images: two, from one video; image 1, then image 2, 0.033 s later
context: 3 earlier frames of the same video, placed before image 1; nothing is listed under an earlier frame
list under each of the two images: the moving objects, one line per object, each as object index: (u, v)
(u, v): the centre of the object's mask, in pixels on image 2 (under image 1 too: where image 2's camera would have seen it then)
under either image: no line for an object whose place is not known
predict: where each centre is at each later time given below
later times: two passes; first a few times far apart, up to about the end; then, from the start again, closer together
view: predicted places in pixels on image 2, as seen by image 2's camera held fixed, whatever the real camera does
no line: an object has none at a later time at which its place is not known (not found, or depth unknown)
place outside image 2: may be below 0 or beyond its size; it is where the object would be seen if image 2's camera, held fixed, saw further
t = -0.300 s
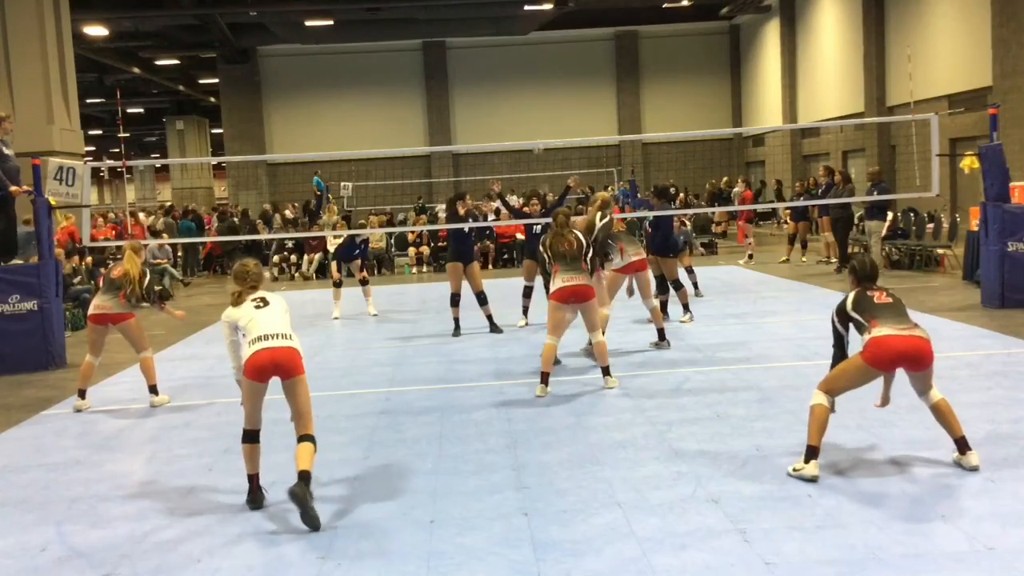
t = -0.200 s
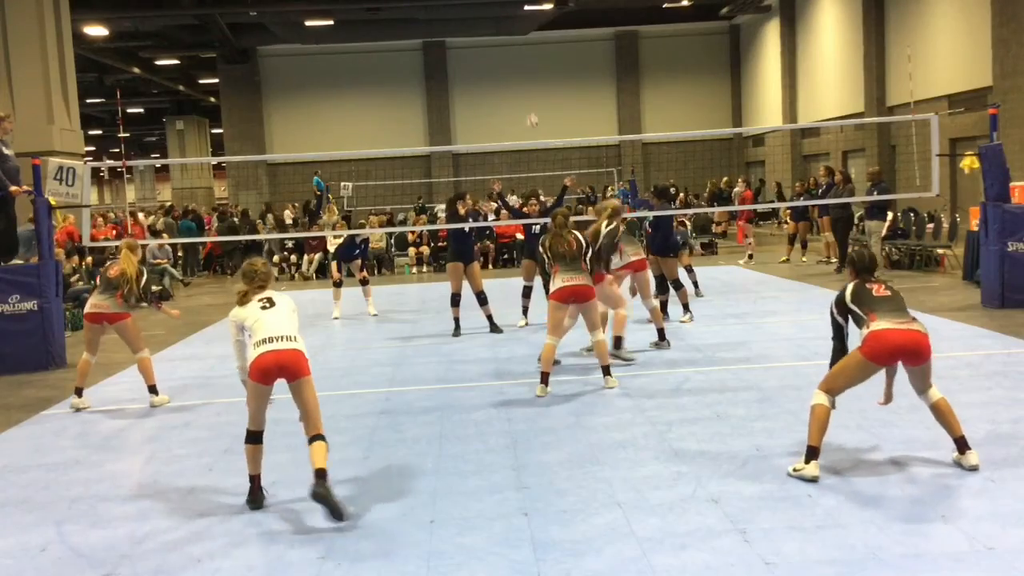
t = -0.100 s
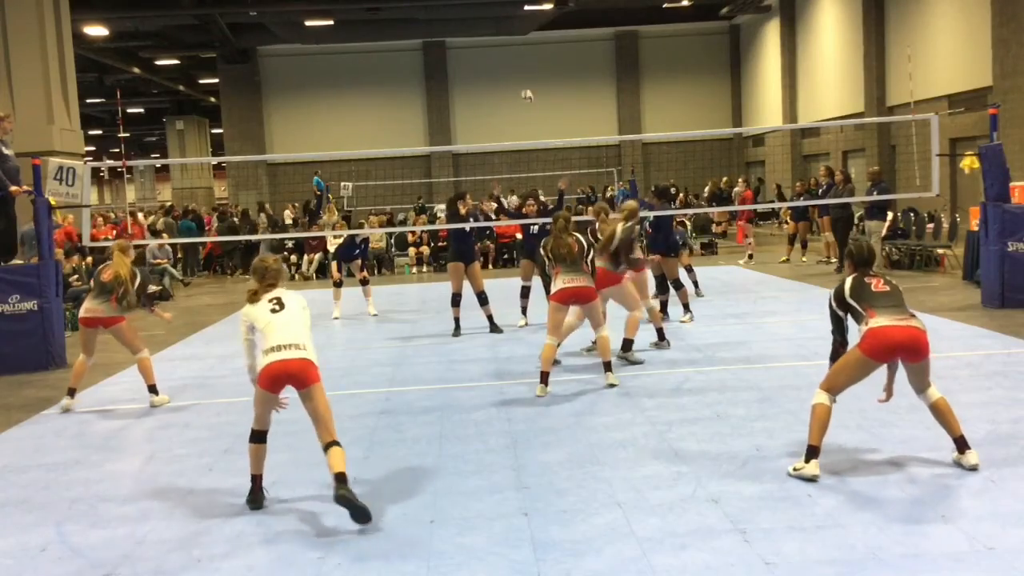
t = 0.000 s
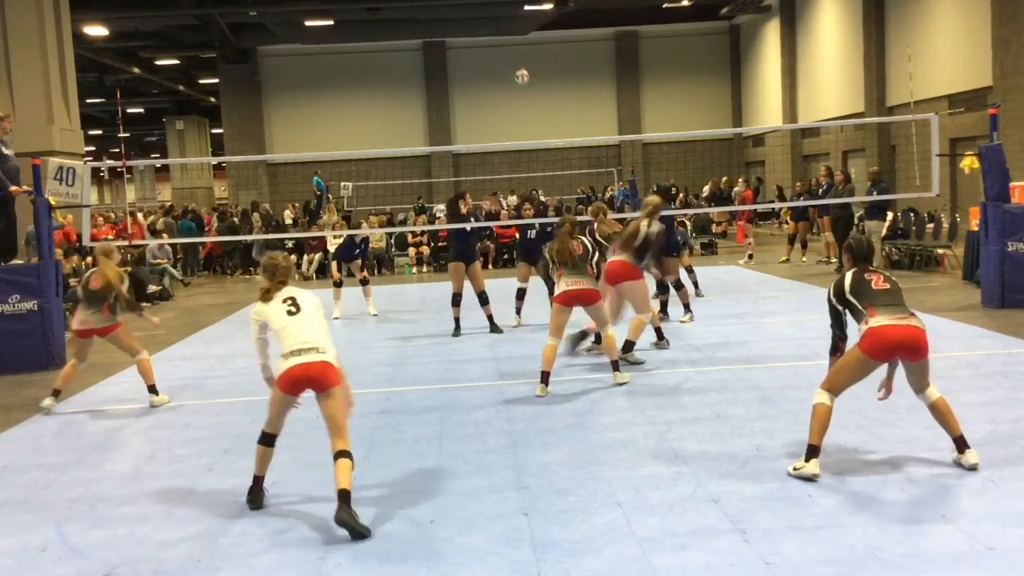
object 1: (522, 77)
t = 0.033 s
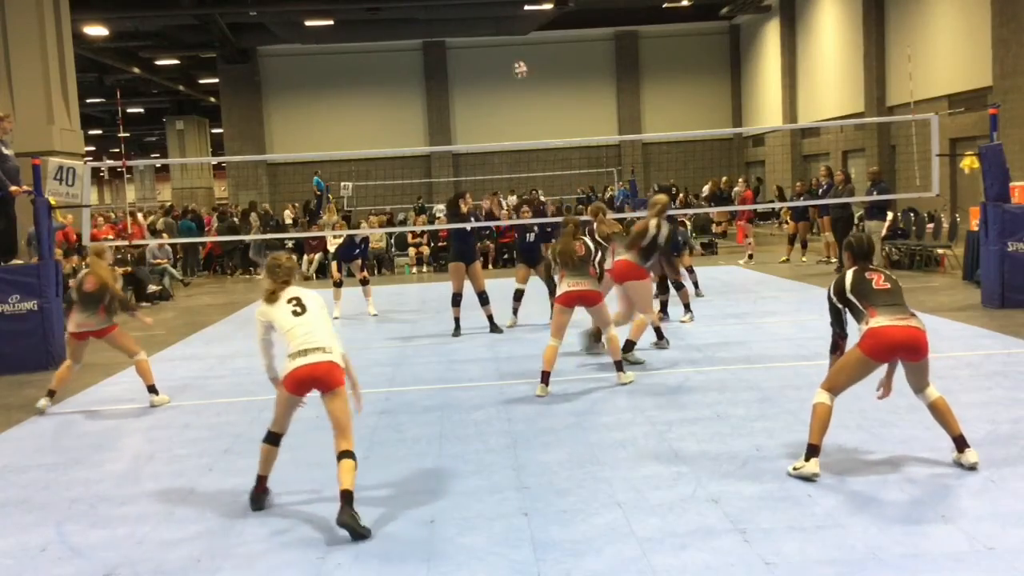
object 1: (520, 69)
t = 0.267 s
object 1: (509, 41)
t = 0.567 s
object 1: (495, 67)
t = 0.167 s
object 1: (513, 50)
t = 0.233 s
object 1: (511, 43)
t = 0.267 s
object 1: (509, 41)
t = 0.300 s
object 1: (508, 39)
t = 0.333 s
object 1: (507, 39)
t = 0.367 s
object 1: (505, 39)
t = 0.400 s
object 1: (503, 40)
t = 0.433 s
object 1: (502, 43)
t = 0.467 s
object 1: (500, 47)
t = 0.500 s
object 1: (499, 53)
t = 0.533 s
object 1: (497, 60)
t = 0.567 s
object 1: (495, 67)
